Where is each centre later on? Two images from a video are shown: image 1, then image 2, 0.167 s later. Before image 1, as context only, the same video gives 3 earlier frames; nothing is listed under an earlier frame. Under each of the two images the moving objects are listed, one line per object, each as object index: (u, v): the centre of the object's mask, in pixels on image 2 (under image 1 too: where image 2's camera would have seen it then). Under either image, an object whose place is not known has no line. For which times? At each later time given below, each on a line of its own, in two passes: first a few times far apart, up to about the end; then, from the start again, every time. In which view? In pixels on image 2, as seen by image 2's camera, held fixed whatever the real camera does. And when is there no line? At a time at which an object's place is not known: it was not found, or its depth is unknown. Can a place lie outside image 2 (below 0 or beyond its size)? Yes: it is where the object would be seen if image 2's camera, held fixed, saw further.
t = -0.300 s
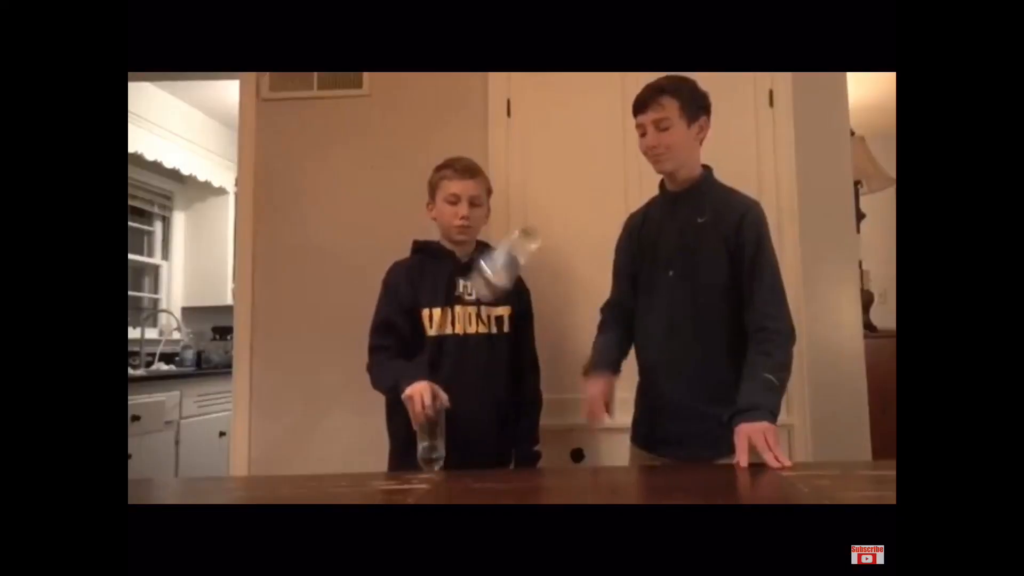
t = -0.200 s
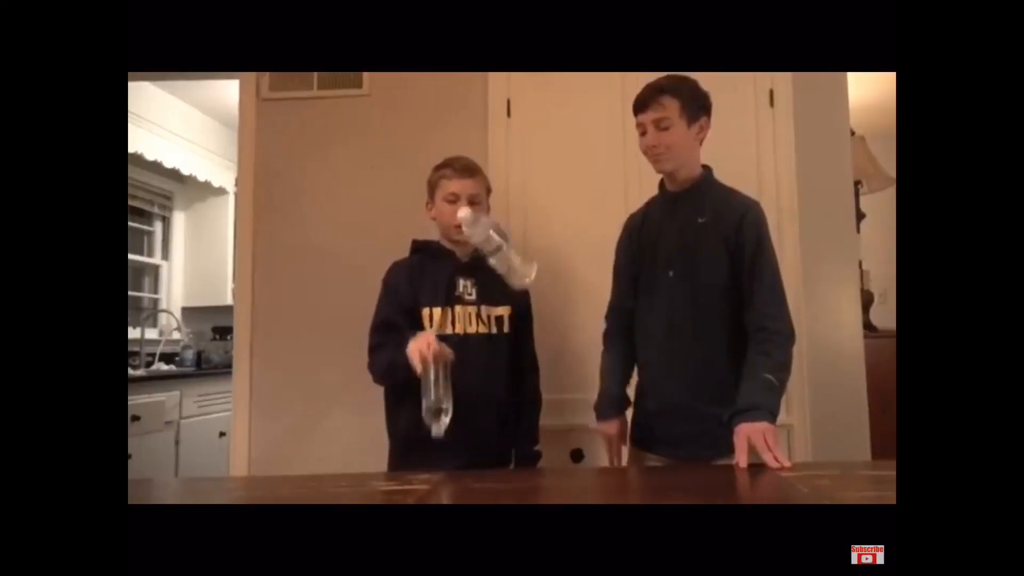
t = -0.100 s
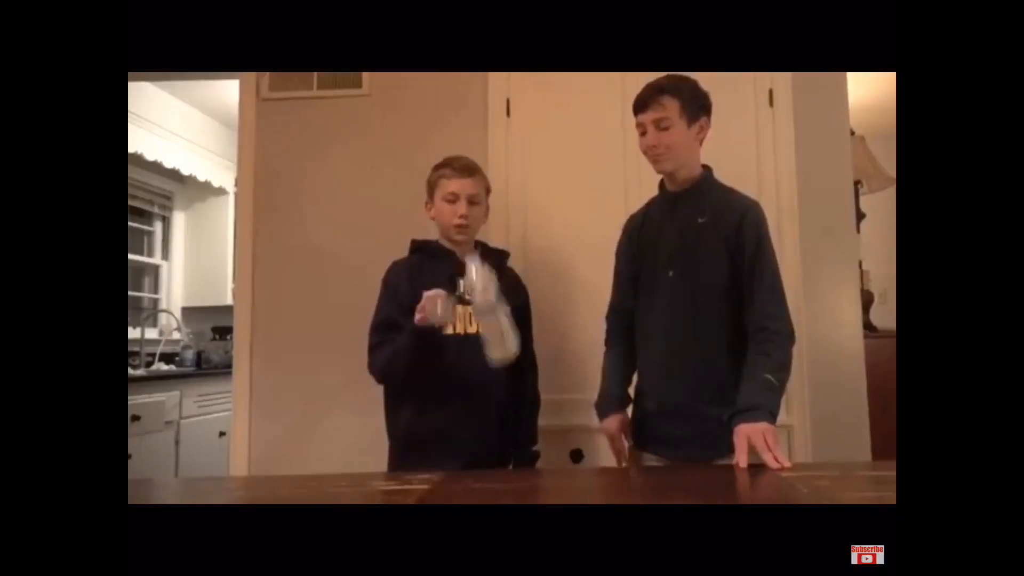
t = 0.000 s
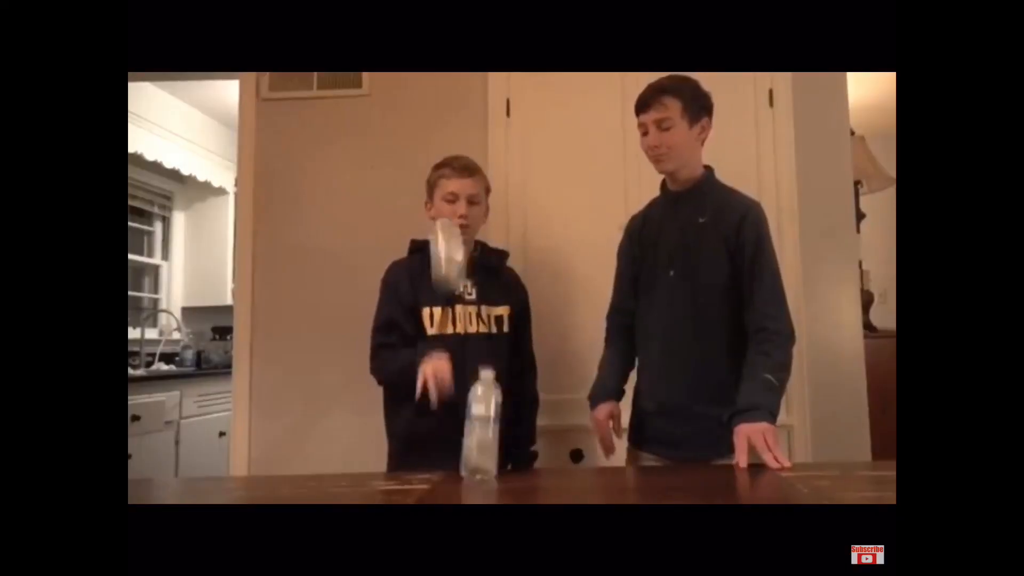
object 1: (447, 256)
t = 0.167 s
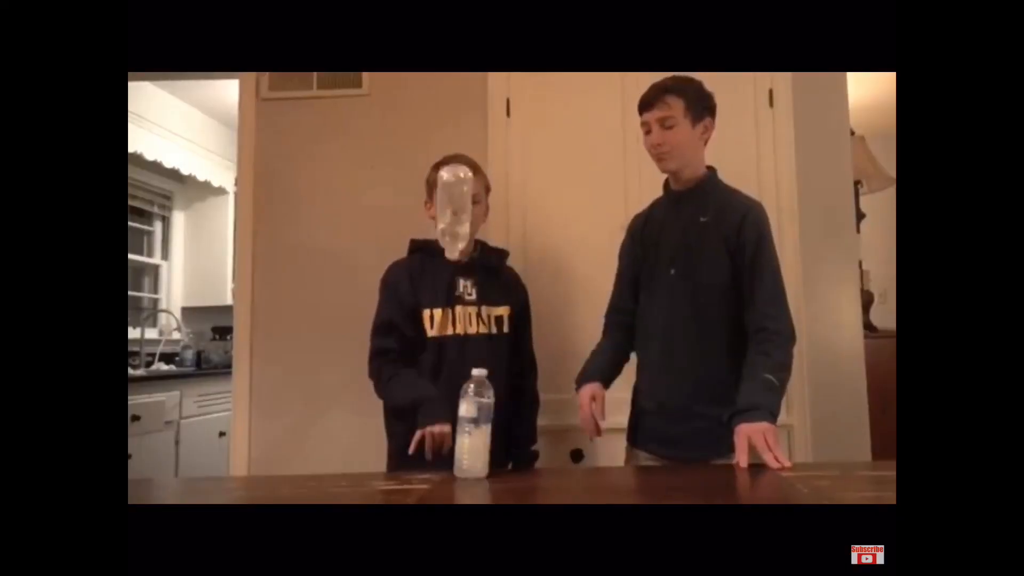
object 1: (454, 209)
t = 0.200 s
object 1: (456, 222)
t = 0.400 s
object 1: (463, 313)
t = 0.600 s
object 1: (466, 313)
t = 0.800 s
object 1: (466, 314)
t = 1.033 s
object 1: (465, 313)
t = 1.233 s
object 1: (467, 313)
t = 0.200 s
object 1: (456, 222)
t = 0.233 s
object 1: (458, 244)
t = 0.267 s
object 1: (459, 269)
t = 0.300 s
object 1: (461, 301)
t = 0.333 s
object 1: (463, 313)
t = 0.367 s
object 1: (462, 314)
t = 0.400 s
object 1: (463, 313)
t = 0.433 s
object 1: (464, 313)
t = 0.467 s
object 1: (465, 313)
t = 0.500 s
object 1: (466, 313)
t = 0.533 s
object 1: (466, 313)
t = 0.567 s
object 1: (466, 313)
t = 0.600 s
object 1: (466, 313)
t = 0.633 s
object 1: (466, 313)
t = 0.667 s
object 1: (466, 313)
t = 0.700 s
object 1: (467, 313)
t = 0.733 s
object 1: (467, 313)
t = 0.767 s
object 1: (466, 313)
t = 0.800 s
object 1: (466, 314)
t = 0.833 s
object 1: (466, 313)
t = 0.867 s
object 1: (465, 313)
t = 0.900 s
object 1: (465, 313)
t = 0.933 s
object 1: (465, 313)
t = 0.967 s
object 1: (465, 313)
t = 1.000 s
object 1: (465, 313)
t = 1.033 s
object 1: (465, 313)
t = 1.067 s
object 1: (465, 313)
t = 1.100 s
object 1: (466, 313)
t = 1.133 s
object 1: (466, 313)
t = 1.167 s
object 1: (467, 313)
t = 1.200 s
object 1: (467, 313)
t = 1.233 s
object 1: (467, 313)
